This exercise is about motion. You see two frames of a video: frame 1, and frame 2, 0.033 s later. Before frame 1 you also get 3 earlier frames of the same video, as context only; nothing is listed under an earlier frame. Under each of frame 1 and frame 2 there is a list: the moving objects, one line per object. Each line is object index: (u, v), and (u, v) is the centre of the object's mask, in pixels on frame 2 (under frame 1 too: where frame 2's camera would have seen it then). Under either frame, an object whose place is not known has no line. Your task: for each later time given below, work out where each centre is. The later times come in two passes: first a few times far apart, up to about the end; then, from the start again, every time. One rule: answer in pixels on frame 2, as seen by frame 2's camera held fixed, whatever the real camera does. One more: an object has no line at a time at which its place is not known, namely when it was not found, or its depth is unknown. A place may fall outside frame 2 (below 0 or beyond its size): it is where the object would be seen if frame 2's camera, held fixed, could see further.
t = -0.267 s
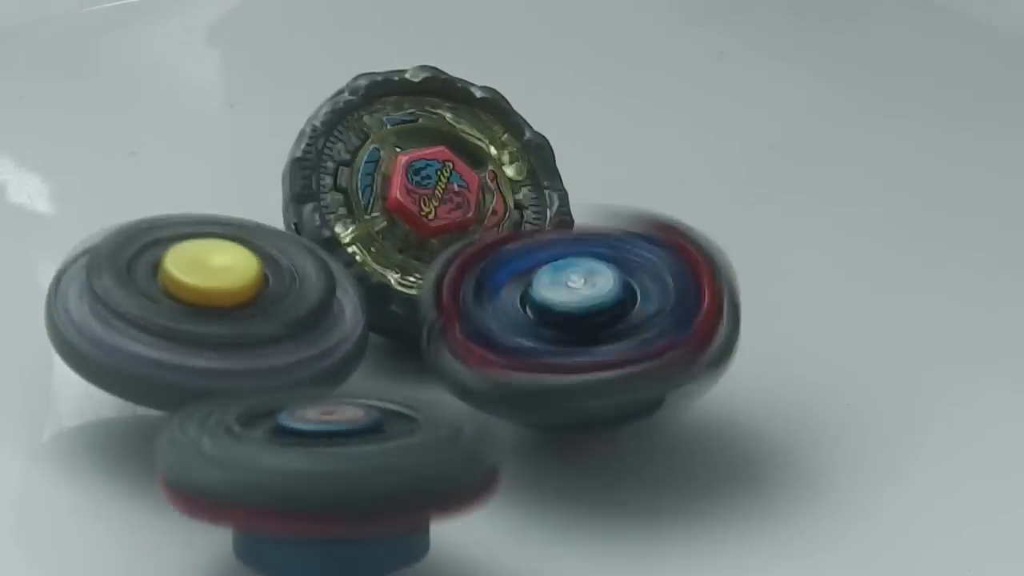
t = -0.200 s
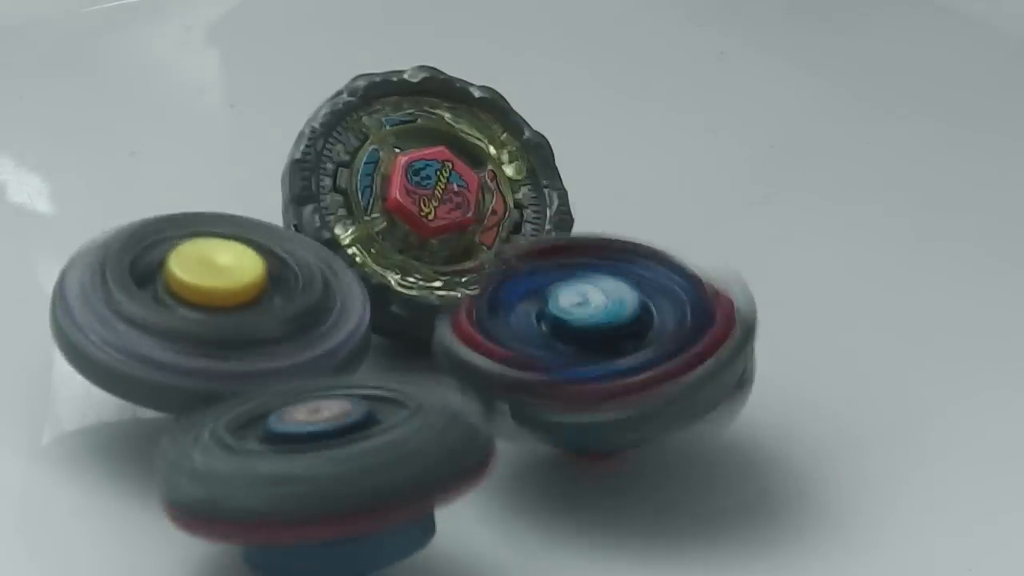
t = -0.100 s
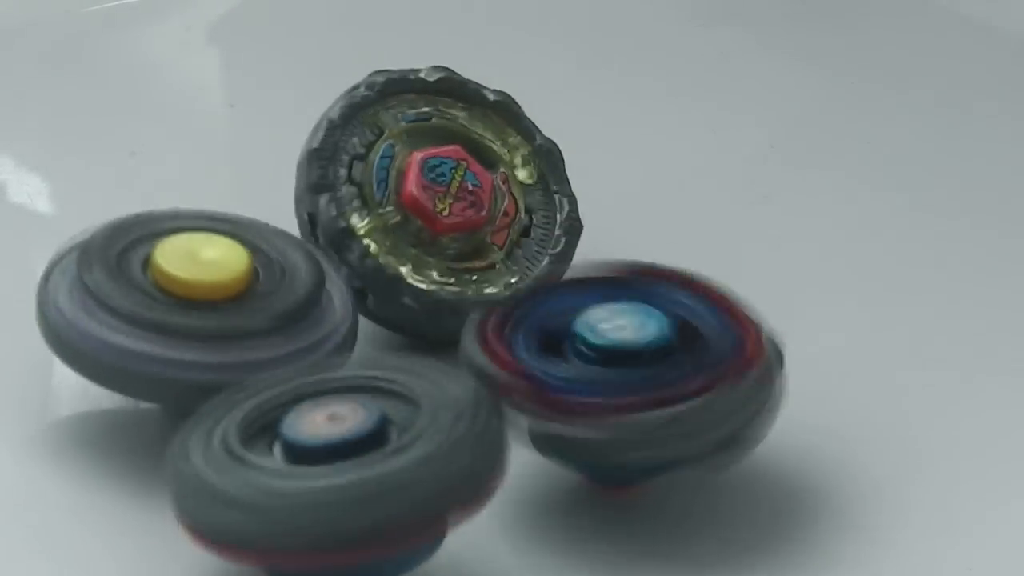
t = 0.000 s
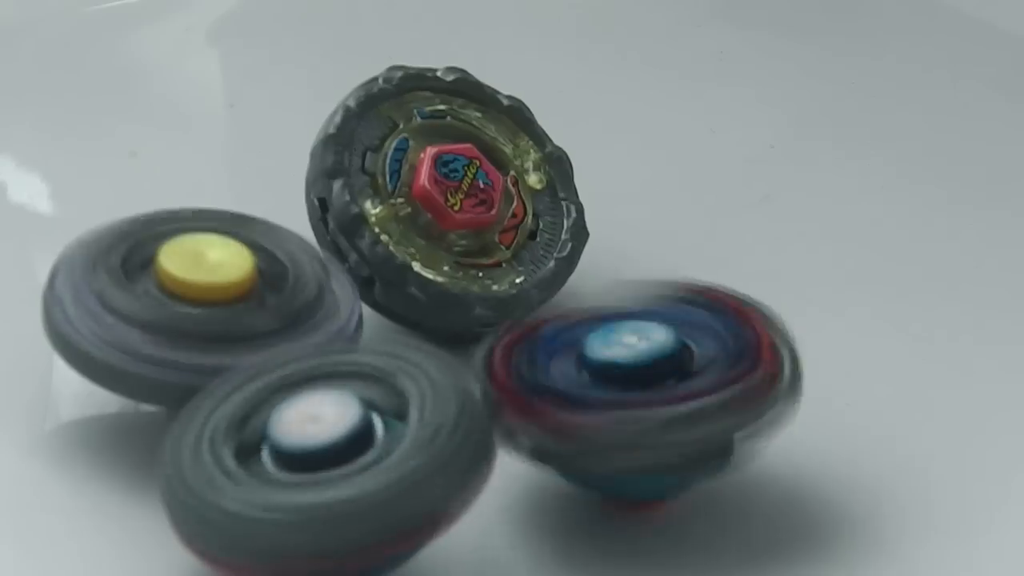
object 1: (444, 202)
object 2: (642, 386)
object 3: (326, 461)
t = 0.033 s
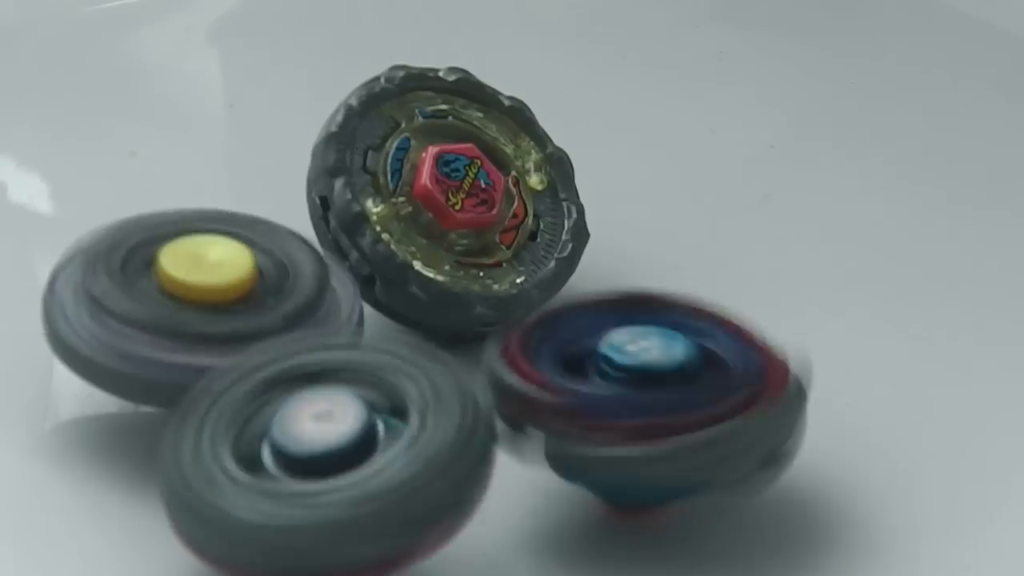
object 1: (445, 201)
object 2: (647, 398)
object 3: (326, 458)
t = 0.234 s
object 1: (436, 199)
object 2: (645, 404)
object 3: (297, 457)
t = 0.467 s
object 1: (419, 198)
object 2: (659, 365)
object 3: (345, 518)
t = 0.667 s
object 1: (406, 186)
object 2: (592, 331)
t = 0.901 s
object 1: (402, 175)
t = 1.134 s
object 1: (405, 162)
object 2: (567, 308)
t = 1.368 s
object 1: (437, 171)
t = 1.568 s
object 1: (441, 155)
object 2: (533, 330)
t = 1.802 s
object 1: (419, 142)
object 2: (538, 308)
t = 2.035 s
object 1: (365, 139)
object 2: (483, 312)
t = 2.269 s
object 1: (364, 145)
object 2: (552, 286)
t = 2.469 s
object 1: (391, 144)
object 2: (548, 304)
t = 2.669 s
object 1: (426, 143)
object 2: (529, 324)
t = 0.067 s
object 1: (444, 200)
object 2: (647, 399)
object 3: (325, 458)
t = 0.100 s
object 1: (446, 202)
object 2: (643, 400)
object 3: (323, 455)
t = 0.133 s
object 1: (444, 201)
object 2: (644, 406)
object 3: (321, 454)
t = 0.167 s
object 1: (443, 201)
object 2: (640, 411)
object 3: (317, 453)
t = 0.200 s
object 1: (440, 201)
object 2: (637, 409)
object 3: (314, 454)
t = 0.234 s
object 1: (436, 199)
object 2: (645, 404)
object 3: (297, 457)
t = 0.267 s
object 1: (433, 200)
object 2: (648, 396)
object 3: (292, 461)
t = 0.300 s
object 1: (428, 198)
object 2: (656, 396)
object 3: (298, 459)
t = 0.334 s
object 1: (423, 198)
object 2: (659, 388)
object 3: (302, 463)
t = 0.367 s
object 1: (425, 199)
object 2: (662, 383)
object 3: (308, 476)
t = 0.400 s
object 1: (424, 199)
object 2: (663, 382)
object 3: (315, 496)
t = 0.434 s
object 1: (421, 198)
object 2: (660, 373)
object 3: (328, 506)
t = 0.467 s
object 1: (419, 198)
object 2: (659, 365)
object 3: (345, 518)
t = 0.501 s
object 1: (415, 196)
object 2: (649, 356)
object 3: (361, 522)
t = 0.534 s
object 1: (413, 194)
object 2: (640, 350)
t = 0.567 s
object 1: (411, 193)
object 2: (630, 347)
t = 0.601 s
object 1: (407, 191)
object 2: (619, 338)
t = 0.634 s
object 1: (406, 188)
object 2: (602, 332)
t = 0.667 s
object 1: (406, 186)
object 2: (592, 331)
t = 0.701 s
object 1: (404, 182)
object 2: (583, 328)
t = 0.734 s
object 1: (404, 181)
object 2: (576, 320)
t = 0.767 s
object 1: (403, 179)
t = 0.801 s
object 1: (400, 178)
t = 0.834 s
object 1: (401, 177)
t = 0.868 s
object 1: (399, 175)
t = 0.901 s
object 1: (402, 175)
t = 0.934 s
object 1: (402, 174)
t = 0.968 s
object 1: (402, 170)
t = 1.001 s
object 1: (404, 170)
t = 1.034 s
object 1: (404, 169)
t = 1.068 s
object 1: (404, 167)
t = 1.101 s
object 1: (405, 167)
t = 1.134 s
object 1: (405, 162)
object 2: (567, 308)
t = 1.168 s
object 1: (407, 162)
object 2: (562, 313)
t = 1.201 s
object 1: (412, 162)
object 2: (557, 316)
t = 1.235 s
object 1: (416, 161)
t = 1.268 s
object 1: (422, 160)
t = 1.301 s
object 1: (426, 164)
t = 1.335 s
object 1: (434, 165)
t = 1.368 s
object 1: (437, 171)
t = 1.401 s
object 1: (442, 174)
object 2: (522, 350)
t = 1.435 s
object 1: (445, 173)
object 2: (520, 347)
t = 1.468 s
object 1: (446, 168)
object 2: (522, 343)
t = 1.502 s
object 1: (446, 163)
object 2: (515, 336)
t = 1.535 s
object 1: (442, 160)
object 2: (528, 328)
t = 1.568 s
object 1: (441, 155)
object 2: (533, 330)
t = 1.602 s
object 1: (442, 148)
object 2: (530, 325)
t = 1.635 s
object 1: (445, 145)
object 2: (533, 323)
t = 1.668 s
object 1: (442, 144)
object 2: (539, 316)
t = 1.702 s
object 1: (437, 142)
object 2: (543, 312)
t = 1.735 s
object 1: (432, 141)
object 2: (543, 309)
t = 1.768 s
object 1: (425, 141)
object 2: (541, 307)
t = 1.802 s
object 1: (419, 142)
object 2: (538, 308)
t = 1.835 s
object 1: (412, 143)
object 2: (531, 311)
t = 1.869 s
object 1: (404, 145)
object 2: (525, 320)
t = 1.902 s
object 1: (396, 146)
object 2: (515, 323)
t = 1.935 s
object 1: (387, 145)
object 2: (501, 326)
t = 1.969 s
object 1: (379, 142)
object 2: (490, 322)
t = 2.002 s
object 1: (372, 142)
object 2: (484, 316)
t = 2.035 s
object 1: (365, 139)
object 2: (483, 312)
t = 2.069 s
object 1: (362, 140)
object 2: (486, 309)
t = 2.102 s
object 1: (360, 141)
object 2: (487, 302)
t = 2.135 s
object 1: (358, 140)
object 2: (490, 295)
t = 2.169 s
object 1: (357, 142)
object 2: (503, 290)
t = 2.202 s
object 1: (361, 145)
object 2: (521, 291)
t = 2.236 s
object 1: (363, 145)
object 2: (539, 286)
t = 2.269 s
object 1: (364, 145)
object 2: (552, 286)
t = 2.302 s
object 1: (367, 145)
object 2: (551, 287)
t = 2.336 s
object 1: (371, 146)
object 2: (558, 288)
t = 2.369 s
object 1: (376, 146)
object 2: (559, 294)
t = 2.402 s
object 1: (379, 145)
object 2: (555, 294)
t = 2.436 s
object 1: (385, 145)
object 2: (555, 302)
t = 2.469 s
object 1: (391, 144)
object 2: (548, 304)
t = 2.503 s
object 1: (399, 143)
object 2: (548, 311)
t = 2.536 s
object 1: (404, 142)
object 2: (539, 310)
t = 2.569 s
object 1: (411, 142)
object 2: (536, 315)
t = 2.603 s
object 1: (418, 143)
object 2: (532, 320)
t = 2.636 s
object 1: (422, 144)
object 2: (530, 324)
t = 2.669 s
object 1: (426, 143)
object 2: (529, 324)
